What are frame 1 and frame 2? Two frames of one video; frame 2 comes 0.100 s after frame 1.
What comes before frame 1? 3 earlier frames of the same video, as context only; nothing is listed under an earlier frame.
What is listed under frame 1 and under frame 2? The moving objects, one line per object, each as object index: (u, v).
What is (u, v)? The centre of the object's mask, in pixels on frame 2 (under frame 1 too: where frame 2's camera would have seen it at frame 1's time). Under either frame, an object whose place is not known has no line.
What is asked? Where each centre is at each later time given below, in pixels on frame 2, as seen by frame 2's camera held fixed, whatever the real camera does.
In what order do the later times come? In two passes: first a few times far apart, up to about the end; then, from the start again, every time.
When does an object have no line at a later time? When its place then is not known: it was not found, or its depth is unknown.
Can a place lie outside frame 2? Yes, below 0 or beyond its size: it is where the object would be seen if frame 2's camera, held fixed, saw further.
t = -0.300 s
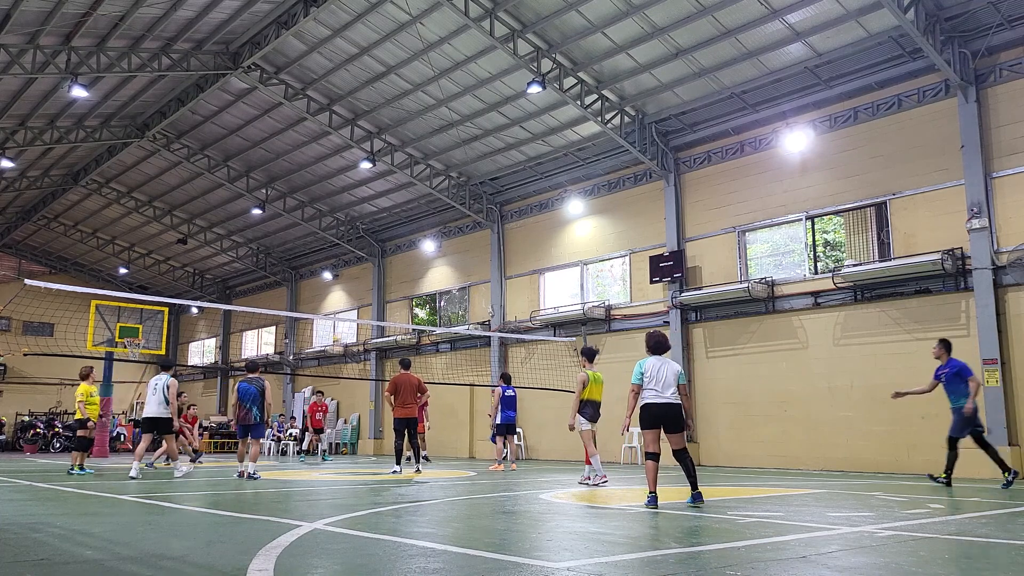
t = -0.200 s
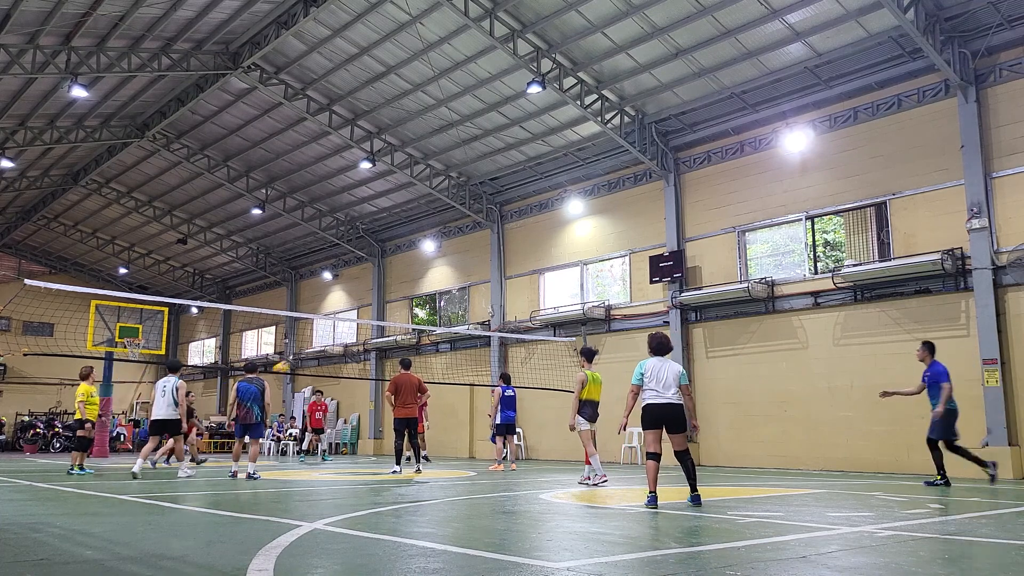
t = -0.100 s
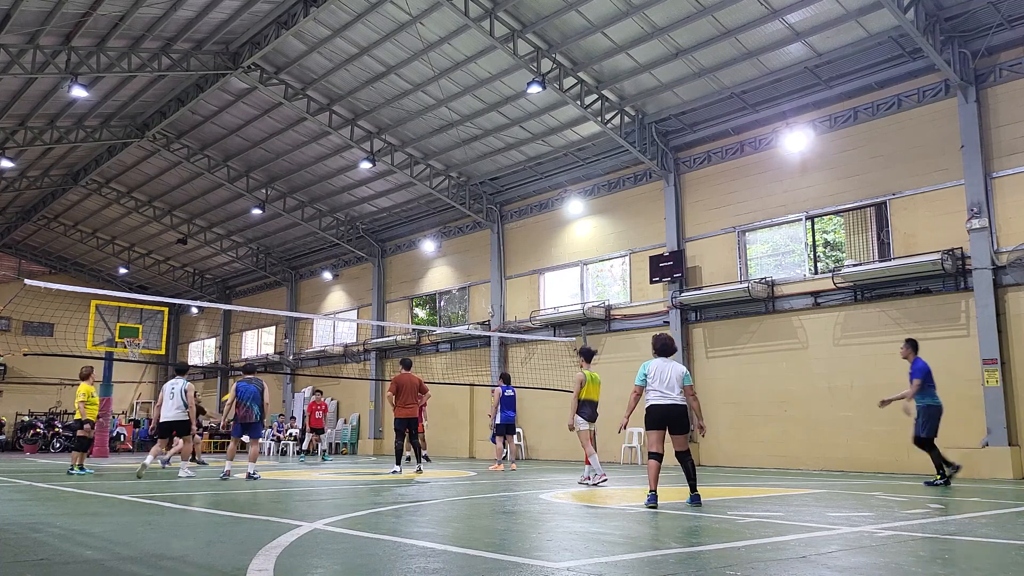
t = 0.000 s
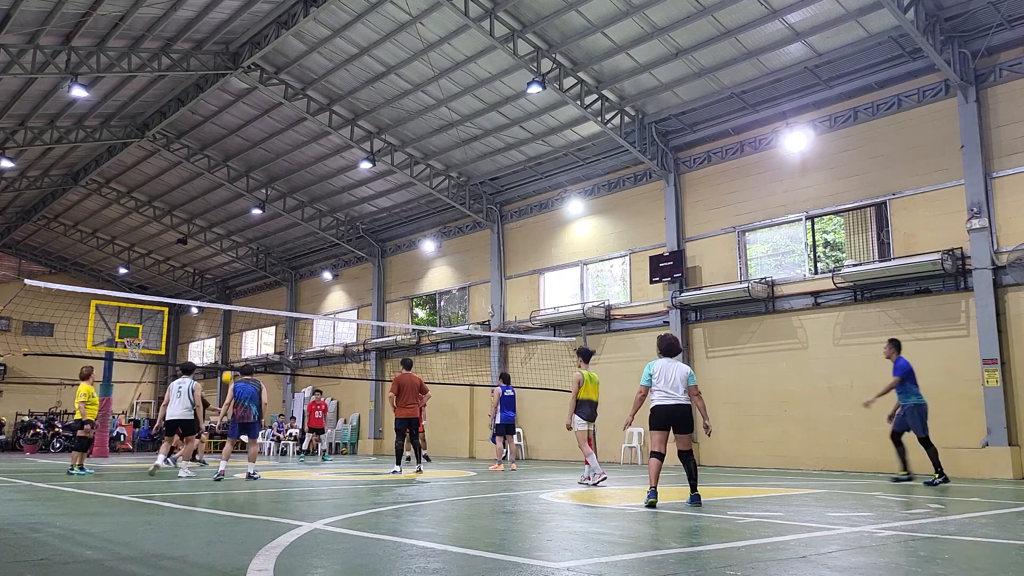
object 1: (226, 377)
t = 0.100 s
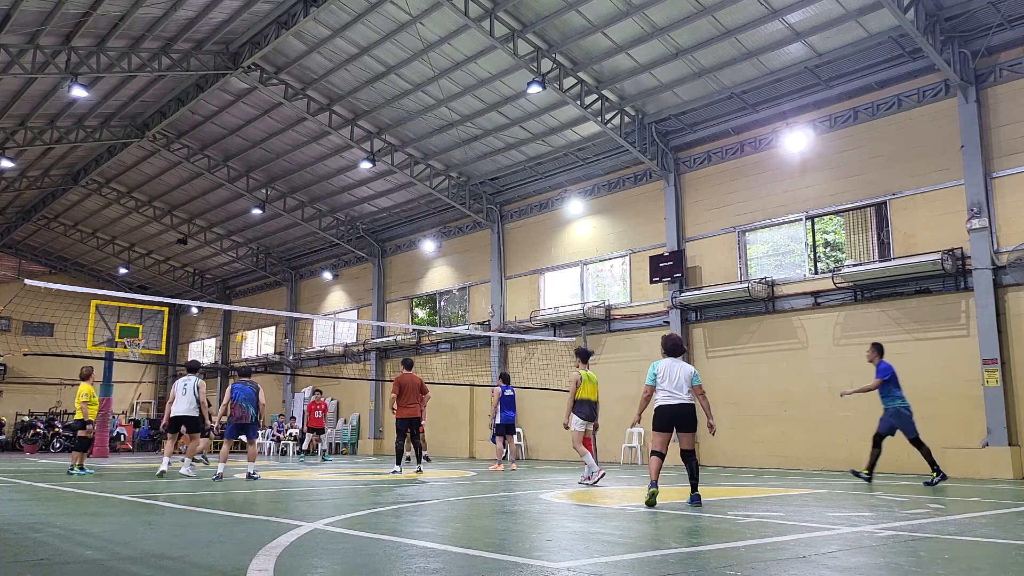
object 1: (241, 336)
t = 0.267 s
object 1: (266, 279)
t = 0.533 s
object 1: (303, 212)
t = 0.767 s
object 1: (337, 179)
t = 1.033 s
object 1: (381, 175)
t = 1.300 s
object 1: (430, 221)
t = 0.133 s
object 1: (246, 323)
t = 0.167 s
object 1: (251, 312)
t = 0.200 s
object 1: (256, 300)
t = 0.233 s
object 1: (261, 289)
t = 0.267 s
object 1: (266, 279)
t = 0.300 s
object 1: (271, 269)
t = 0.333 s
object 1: (275, 259)
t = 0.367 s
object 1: (279, 251)
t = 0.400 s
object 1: (284, 242)
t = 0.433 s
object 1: (289, 234)
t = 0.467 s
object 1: (293, 226)
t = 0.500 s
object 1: (299, 218)
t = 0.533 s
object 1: (303, 212)
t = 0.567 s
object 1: (308, 206)
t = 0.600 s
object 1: (313, 200)
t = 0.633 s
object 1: (318, 194)
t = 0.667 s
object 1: (323, 190)
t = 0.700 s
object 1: (328, 185)
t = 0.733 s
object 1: (332, 181)
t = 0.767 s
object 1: (337, 179)
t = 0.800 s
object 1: (343, 176)
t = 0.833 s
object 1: (348, 174)
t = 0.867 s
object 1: (353, 173)
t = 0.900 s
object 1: (357, 173)
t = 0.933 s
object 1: (364, 173)
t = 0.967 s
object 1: (370, 173)
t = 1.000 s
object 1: (375, 174)
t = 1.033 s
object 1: (381, 175)
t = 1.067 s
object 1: (386, 178)
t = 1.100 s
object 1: (392, 182)
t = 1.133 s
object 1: (398, 186)
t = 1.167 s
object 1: (404, 191)
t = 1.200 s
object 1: (410, 197)
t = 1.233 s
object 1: (416, 204)
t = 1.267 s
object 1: (423, 211)
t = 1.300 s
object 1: (430, 221)
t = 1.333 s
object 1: (437, 230)
